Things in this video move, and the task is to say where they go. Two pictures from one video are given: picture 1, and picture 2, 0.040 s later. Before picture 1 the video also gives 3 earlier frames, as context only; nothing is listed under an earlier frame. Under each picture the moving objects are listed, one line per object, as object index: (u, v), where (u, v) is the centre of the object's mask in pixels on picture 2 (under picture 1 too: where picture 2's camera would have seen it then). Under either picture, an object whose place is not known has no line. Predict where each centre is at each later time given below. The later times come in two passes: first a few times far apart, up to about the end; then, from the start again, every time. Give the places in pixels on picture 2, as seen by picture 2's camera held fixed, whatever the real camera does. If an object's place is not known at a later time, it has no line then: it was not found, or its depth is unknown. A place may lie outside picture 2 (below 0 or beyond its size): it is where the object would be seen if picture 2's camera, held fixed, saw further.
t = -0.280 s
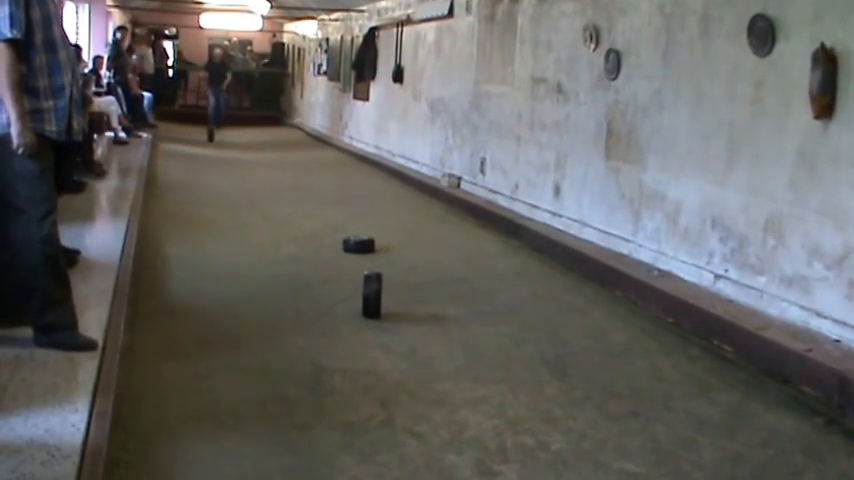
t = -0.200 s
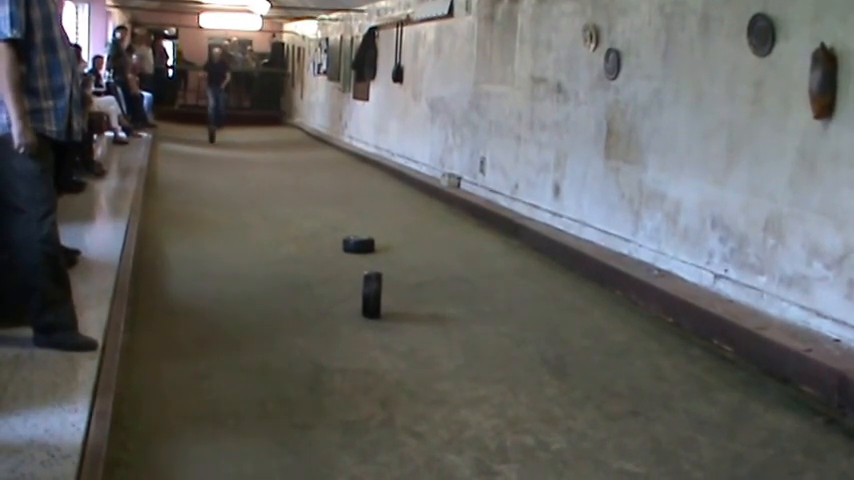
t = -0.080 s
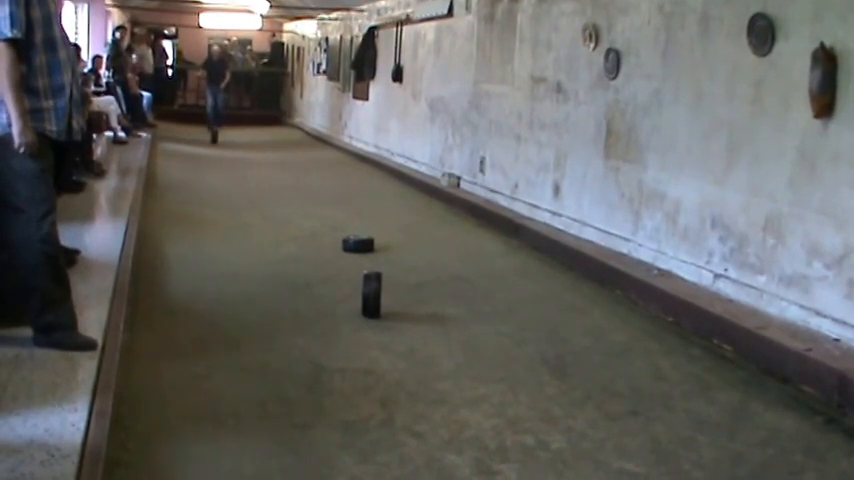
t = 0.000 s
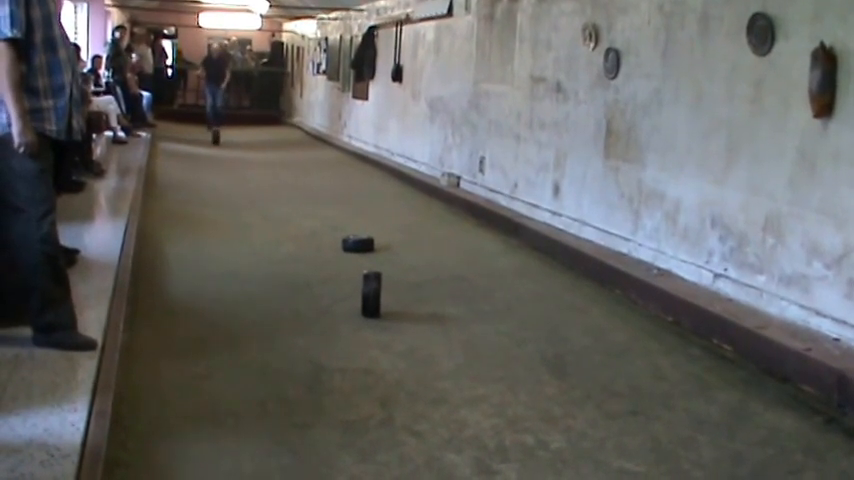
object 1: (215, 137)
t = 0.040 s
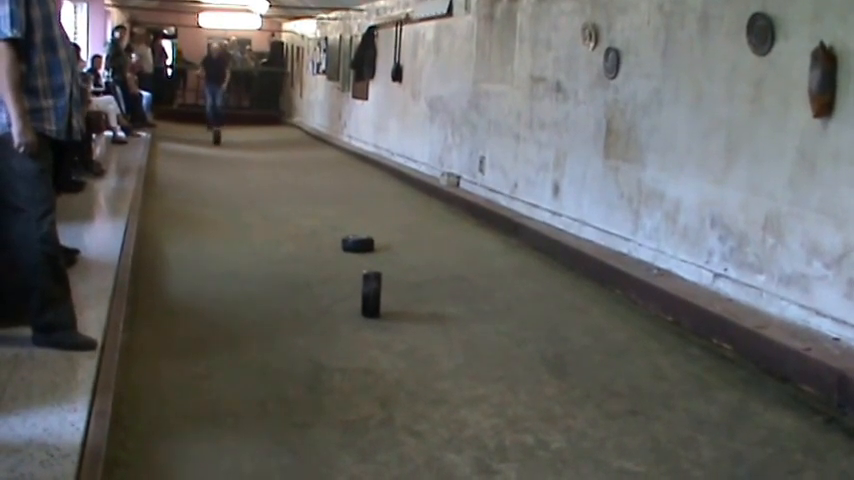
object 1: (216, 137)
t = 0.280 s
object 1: (224, 140)
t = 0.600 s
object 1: (237, 145)
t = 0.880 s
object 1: (250, 149)
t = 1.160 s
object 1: (264, 154)
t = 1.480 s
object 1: (279, 158)
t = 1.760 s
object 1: (289, 163)
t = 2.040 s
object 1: (296, 169)
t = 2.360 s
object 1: (301, 175)
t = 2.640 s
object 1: (301, 182)
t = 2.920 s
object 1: (297, 190)
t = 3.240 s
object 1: (291, 199)
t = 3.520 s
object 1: (285, 207)
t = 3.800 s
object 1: (280, 215)
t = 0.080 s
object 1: (218, 137)
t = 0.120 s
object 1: (219, 137)
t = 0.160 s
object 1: (220, 138)
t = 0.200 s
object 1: (221, 139)
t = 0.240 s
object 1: (223, 139)
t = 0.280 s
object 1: (224, 140)
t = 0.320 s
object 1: (226, 140)
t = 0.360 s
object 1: (227, 141)
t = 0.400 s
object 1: (228, 141)
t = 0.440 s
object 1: (230, 142)
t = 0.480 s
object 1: (232, 143)
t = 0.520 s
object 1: (233, 143)
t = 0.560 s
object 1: (235, 144)
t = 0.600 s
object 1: (237, 145)
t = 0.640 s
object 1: (239, 145)
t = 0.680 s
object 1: (240, 146)
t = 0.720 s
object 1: (242, 146)
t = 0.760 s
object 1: (244, 147)
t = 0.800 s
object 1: (247, 148)
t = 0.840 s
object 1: (248, 149)
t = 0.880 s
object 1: (250, 149)
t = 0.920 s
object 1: (252, 150)
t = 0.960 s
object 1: (254, 150)
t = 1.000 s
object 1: (256, 151)
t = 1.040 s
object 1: (258, 152)
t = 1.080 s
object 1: (260, 153)
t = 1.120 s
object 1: (262, 153)
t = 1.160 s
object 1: (264, 154)
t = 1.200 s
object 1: (266, 154)
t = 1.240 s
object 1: (268, 155)
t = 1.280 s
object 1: (270, 155)
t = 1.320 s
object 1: (272, 156)
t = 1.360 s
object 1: (274, 157)
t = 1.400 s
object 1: (276, 157)
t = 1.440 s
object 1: (277, 158)
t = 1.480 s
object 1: (279, 158)
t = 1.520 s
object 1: (281, 159)
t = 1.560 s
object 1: (282, 159)
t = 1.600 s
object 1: (284, 160)
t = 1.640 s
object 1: (285, 161)
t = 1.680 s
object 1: (287, 162)
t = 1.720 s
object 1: (288, 163)
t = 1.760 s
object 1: (289, 163)
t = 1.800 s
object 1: (290, 164)
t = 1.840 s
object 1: (292, 165)
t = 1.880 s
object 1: (293, 165)
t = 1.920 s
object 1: (294, 166)
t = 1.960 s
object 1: (295, 167)
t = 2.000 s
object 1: (296, 168)
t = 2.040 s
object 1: (296, 169)
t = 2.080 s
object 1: (297, 169)
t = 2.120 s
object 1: (298, 170)
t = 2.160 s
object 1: (298, 171)
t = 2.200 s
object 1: (299, 172)
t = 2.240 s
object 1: (300, 172)
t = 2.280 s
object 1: (300, 173)
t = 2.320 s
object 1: (300, 174)
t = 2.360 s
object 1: (301, 175)
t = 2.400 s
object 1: (301, 176)
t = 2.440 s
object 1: (301, 177)
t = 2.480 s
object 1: (301, 178)
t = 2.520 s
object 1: (301, 179)
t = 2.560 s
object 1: (301, 179)
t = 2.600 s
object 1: (301, 181)
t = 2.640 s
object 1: (301, 182)
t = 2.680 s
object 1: (300, 183)
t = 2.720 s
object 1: (300, 185)
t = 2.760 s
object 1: (300, 185)
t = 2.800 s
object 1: (299, 186)
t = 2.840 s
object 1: (298, 188)
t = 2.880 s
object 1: (298, 189)
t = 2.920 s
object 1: (297, 190)
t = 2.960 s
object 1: (296, 191)
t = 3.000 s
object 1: (296, 192)
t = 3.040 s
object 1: (295, 193)
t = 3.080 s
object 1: (294, 194)
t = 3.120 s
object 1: (294, 196)
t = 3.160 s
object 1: (293, 196)
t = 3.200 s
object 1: (292, 198)
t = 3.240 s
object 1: (291, 199)
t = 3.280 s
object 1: (291, 200)
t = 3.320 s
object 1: (290, 201)
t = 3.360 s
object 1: (289, 202)
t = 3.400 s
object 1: (288, 203)
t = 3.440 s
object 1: (287, 204)
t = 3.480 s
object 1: (286, 206)
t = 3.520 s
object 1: (285, 207)
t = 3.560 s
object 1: (284, 208)
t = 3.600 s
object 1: (283, 209)
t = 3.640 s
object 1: (283, 210)
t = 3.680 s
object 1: (282, 211)
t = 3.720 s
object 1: (281, 212)
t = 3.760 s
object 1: (280, 214)
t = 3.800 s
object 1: (280, 215)
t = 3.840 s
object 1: (279, 216)
